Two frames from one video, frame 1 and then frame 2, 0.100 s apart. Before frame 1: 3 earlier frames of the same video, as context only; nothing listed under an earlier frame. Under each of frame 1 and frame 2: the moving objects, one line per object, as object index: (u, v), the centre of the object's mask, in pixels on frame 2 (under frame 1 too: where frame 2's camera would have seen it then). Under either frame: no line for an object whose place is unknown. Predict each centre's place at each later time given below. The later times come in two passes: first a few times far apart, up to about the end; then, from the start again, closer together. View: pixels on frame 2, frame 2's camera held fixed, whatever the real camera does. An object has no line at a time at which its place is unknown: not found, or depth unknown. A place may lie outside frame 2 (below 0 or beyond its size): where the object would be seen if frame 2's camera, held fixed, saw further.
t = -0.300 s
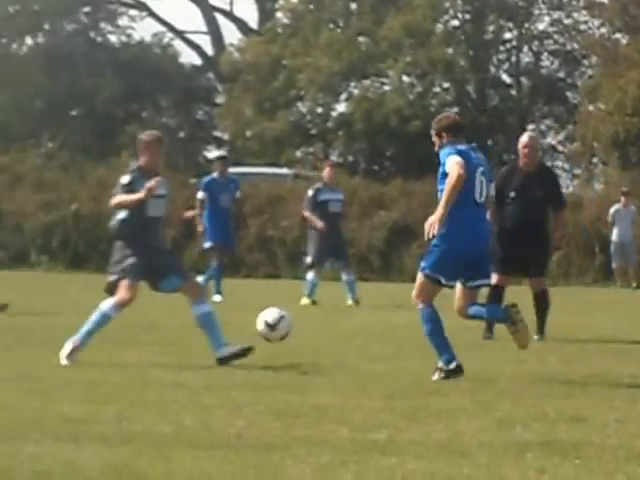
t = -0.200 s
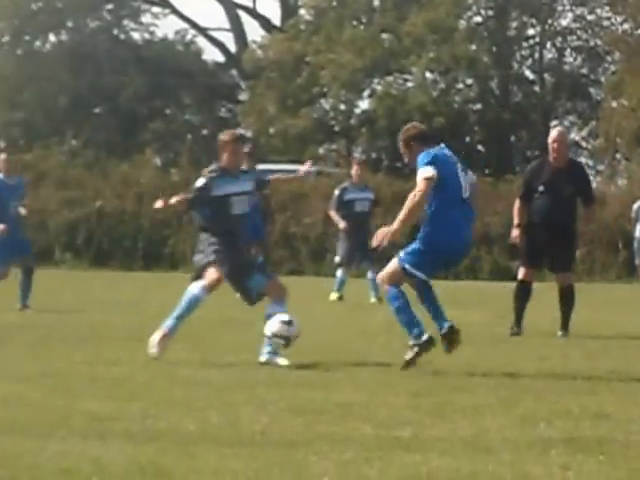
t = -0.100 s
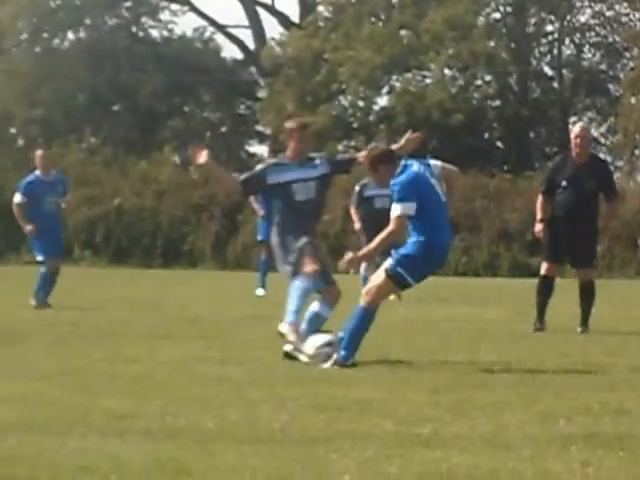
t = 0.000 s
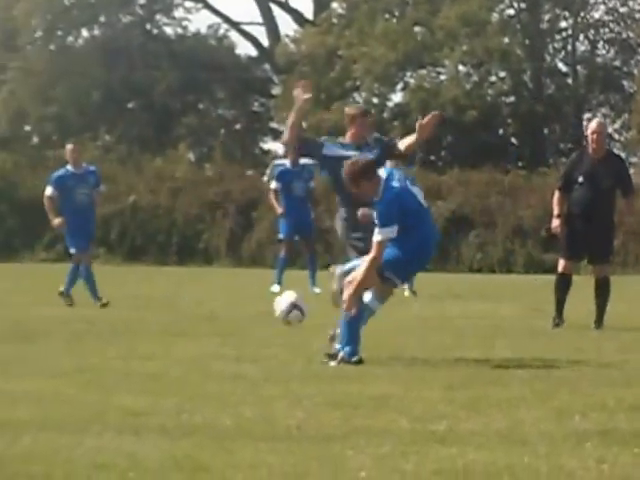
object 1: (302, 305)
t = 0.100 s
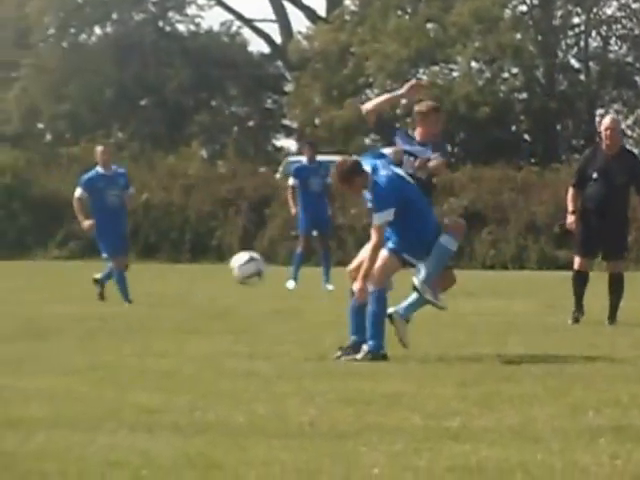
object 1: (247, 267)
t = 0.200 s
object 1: (192, 246)
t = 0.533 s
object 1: (8, 283)
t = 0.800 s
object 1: (-119, 314)
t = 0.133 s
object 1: (229, 258)
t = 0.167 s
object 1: (210, 252)
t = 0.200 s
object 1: (192, 246)
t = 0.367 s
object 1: (101, 244)
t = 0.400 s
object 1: (82, 248)
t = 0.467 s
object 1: (46, 263)
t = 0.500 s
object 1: (27, 272)
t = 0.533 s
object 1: (8, 283)
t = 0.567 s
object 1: (-10, 296)
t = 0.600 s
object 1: (-28, 311)
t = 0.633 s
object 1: (-47, 325)
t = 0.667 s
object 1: (-65, 340)
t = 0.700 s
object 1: (-79, 333)
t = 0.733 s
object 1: (-93, 326)
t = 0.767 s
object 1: (-105, 319)
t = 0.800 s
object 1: (-119, 314)
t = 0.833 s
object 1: (-133, 312)
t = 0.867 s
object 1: (-146, 311)
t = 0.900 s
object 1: (-161, 311)
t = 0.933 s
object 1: (-174, 313)
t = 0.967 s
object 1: (-188, 318)
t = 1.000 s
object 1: (-202, 323)
